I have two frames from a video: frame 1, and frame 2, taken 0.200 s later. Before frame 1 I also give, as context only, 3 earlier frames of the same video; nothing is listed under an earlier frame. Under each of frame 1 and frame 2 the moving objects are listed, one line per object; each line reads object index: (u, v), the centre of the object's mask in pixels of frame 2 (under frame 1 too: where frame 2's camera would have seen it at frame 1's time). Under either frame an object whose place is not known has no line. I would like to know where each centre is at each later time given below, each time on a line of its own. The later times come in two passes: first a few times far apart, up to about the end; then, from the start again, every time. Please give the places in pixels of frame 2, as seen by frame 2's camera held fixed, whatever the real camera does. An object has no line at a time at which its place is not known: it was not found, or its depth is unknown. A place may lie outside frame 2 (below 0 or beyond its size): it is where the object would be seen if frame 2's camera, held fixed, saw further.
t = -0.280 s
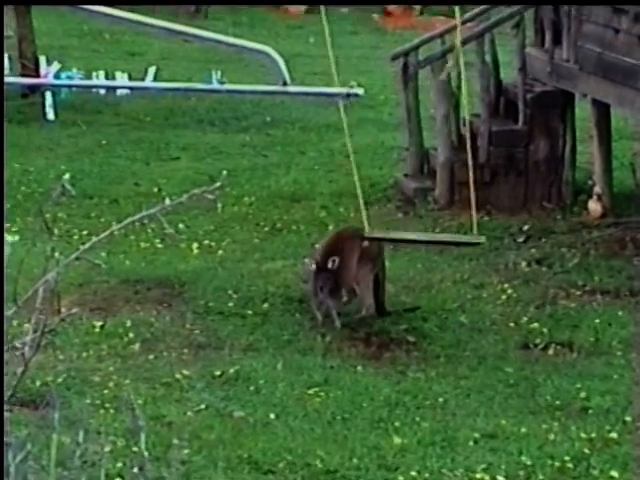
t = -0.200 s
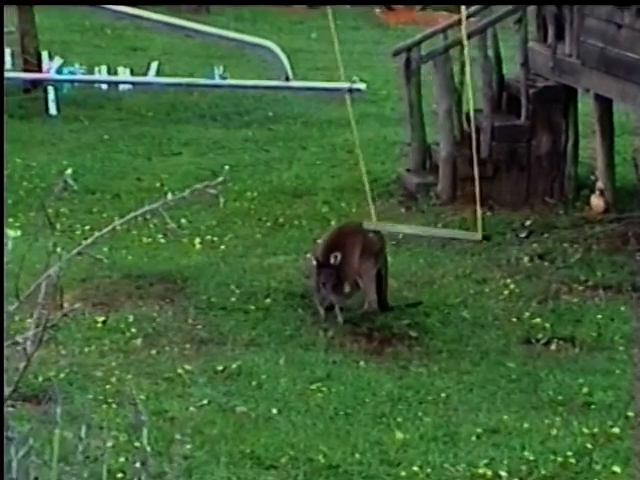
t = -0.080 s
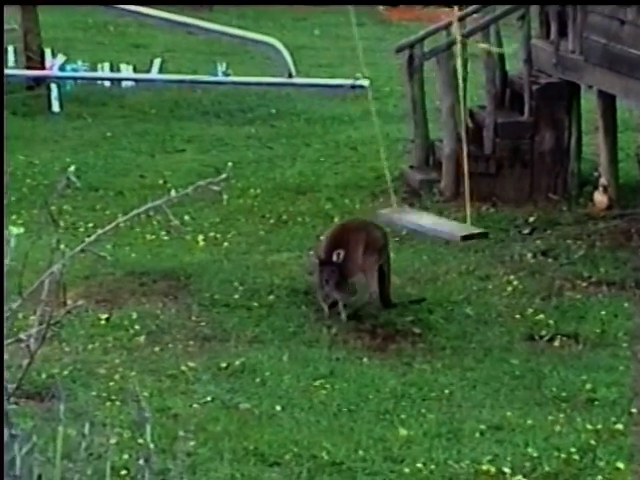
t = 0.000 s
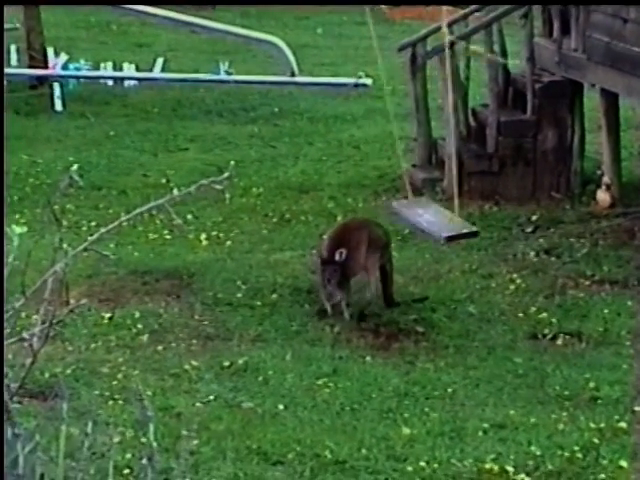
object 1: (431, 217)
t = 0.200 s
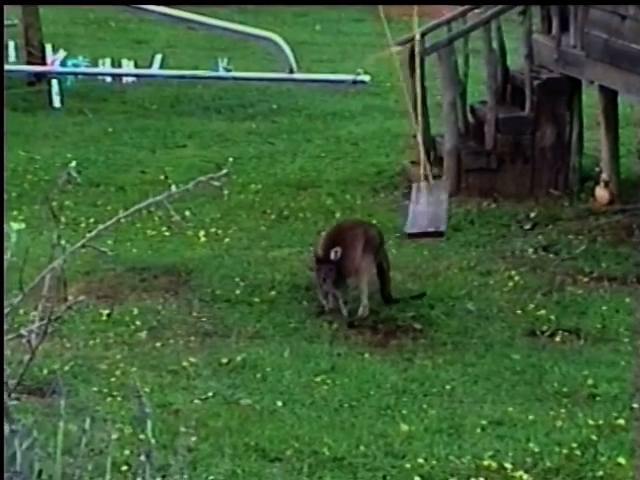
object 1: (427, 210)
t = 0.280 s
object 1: (423, 209)
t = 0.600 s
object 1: (402, 203)
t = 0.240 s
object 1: (425, 209)
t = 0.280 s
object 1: (423, 209)
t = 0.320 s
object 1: (421, 208)
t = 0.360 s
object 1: (419, 207)
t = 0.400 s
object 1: (416, 207)
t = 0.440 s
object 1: (414, 205)
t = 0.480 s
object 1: (411, 205)
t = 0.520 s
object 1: (408, 204)
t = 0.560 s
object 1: (405, 201)
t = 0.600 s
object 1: (402, 203)
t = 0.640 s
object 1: (399, 203)
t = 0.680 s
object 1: (396, 203)
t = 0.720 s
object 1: (392, 204)
